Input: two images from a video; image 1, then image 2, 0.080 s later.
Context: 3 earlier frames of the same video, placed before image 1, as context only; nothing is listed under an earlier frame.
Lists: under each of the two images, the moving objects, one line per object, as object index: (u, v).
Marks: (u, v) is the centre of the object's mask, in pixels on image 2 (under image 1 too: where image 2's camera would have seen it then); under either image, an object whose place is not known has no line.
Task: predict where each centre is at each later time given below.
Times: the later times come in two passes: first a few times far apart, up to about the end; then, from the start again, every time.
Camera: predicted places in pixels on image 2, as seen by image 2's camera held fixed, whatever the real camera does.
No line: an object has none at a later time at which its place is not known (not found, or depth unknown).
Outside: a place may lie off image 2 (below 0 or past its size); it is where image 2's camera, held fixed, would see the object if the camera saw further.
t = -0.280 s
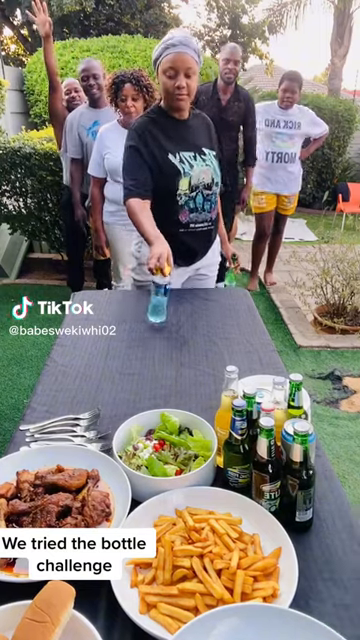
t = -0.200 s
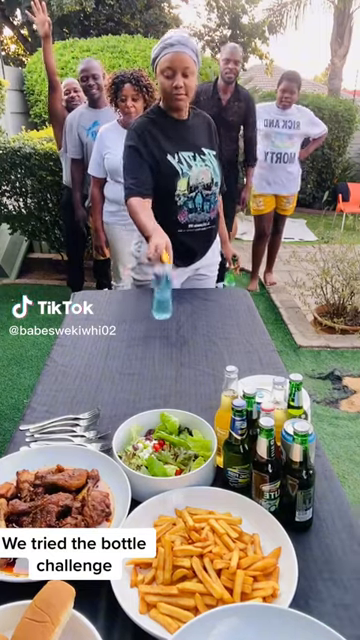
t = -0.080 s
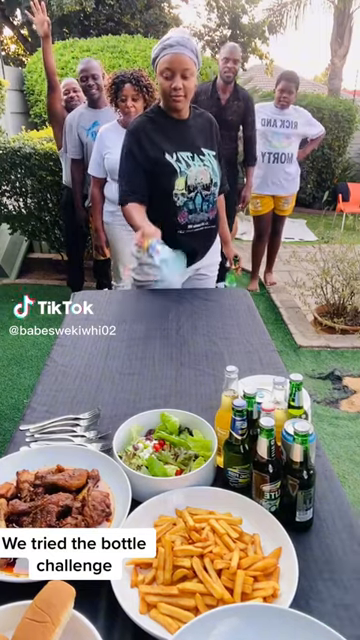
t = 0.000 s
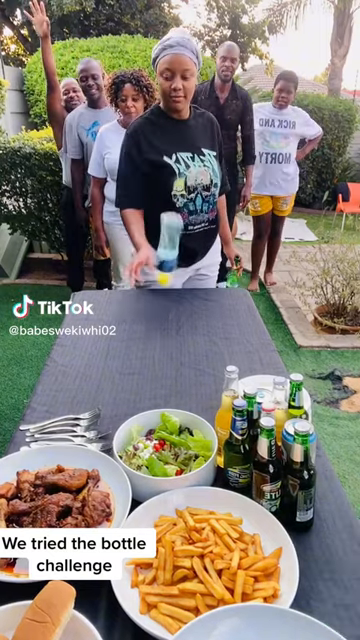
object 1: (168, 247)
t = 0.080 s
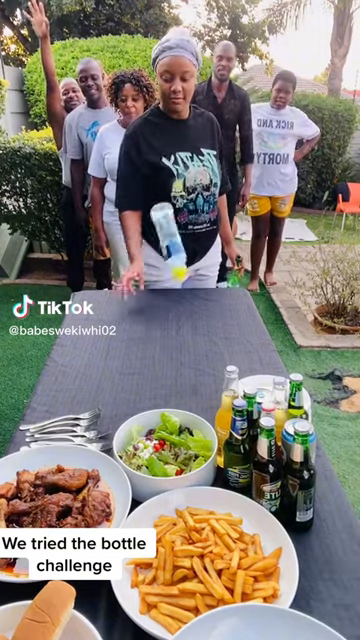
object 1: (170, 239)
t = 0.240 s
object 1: (169, 289)
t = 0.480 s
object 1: (173, 362)
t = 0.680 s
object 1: (169, 364)
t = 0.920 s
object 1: (164, 365)
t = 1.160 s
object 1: (162, 366)
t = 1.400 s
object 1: (162, 366)
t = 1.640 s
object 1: (162, 366)
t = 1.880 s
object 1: (162, 366)
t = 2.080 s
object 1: (162, 366)
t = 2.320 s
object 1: (162, 366)
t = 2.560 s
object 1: (162, 366)
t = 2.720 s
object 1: (162, 366)
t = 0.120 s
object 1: (169, 243)
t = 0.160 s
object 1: (169, 252)
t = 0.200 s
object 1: (170, 271)
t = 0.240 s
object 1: (169, 289)
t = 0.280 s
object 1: (168, 315)
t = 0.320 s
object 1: (170, 341)
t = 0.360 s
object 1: (172, 355)
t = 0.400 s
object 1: (172, 358)
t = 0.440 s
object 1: (174, 362)
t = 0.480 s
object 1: (173, 362)
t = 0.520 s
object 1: (172, 363)
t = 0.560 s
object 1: (172, 363)
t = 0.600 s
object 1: (170, 363)
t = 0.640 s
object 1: (170, 363)
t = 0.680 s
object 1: (169, 364)
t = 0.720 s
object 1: (168, 364)
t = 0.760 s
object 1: (167, 364)
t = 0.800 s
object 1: (166, 364)
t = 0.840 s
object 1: (166, 365)
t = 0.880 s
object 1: (165, 365)
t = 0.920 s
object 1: (164, 365)
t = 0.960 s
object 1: (163, 365)
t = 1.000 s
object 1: (163, 365)
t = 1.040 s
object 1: (163, 365)
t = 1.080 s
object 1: (162, 365)
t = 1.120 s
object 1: (162, 365)
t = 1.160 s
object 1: (162, 366)
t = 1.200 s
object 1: (162, 366)
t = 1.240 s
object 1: (162, 366)
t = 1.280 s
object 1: (162, 366)
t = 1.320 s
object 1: (162, 366)
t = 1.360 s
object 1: (162, 366)
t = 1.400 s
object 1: (162, 366)
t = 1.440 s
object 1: (162, 366)
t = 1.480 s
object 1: (162, 366)
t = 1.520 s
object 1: (162, 366)
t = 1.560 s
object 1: (162, 366)
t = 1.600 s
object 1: (162, 366)
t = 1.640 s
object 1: (162, 366)
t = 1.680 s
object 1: (162, 366)
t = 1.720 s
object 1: (162, 366)
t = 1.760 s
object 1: (162, 366)
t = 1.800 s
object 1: (162, 366)
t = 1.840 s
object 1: (162, 366)
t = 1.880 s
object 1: (162, 366)
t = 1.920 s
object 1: (162, 366)
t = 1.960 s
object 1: (162, 366)
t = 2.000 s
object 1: (162, 366)
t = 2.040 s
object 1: (162, 366)
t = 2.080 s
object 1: (162, 366)
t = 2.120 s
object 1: (162, 366)
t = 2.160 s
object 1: (162, 366)
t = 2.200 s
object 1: (162, 366)
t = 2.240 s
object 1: (162, 366)
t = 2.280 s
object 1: (162, 366)
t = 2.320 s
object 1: (162, 366)
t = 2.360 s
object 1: (162, 366)
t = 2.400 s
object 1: (162, 365)
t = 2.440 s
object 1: (162, 366)
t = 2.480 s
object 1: (162, 366)
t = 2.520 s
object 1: (162, 366)
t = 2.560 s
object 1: (162, 366)
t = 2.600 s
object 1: (162, 366)
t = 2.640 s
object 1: (162, 366)
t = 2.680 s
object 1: (162, 366)
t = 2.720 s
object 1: (162, 366)
